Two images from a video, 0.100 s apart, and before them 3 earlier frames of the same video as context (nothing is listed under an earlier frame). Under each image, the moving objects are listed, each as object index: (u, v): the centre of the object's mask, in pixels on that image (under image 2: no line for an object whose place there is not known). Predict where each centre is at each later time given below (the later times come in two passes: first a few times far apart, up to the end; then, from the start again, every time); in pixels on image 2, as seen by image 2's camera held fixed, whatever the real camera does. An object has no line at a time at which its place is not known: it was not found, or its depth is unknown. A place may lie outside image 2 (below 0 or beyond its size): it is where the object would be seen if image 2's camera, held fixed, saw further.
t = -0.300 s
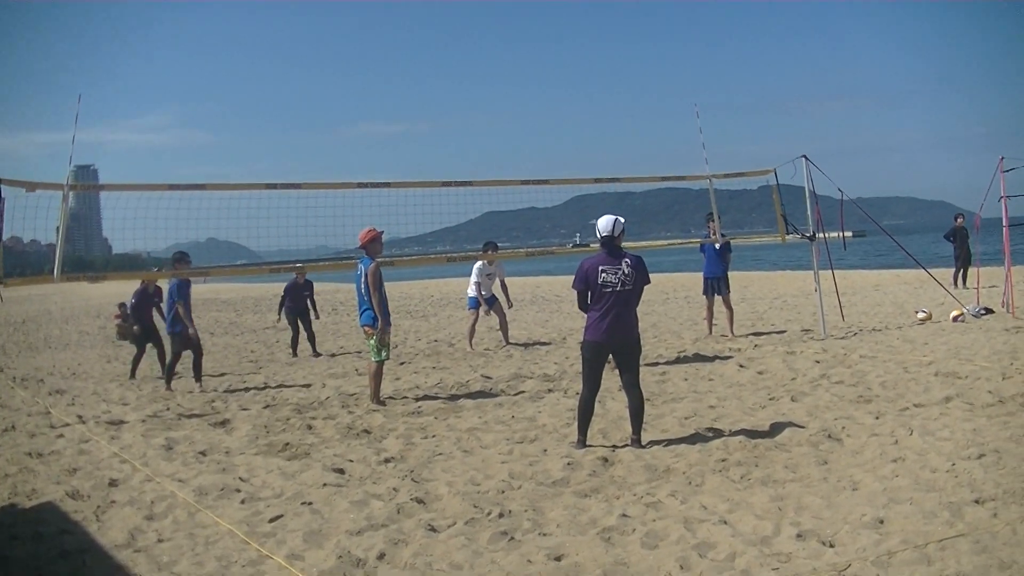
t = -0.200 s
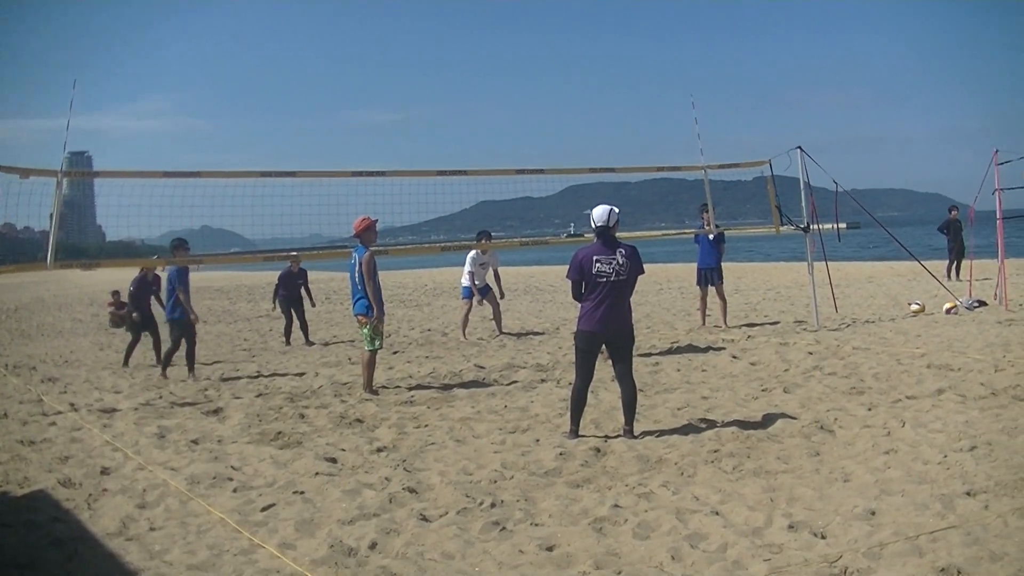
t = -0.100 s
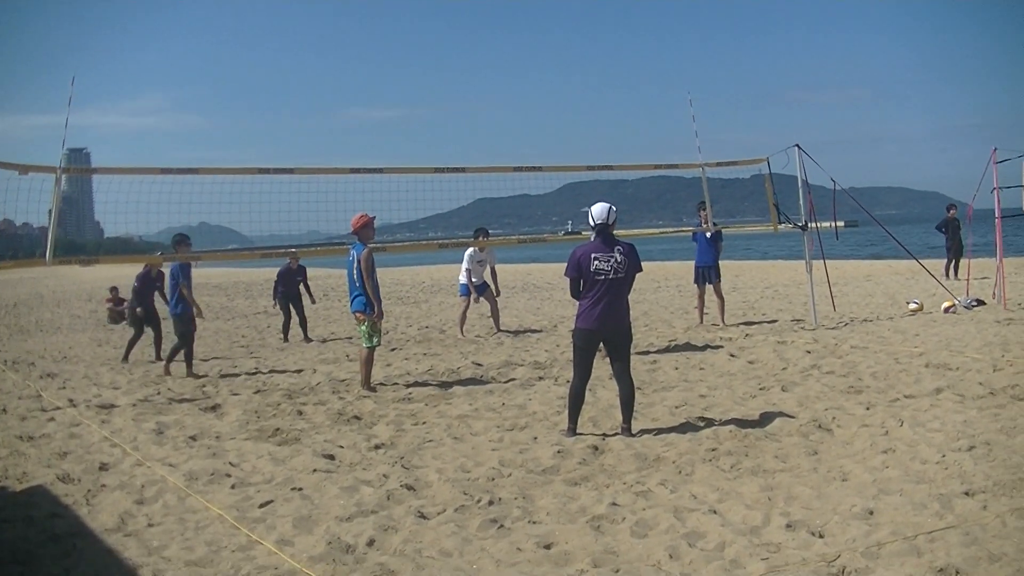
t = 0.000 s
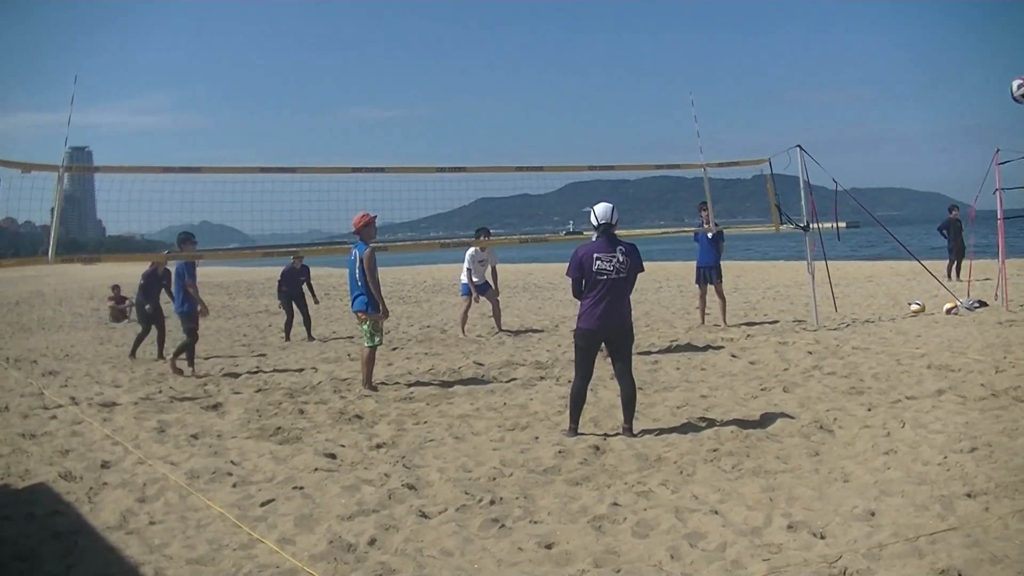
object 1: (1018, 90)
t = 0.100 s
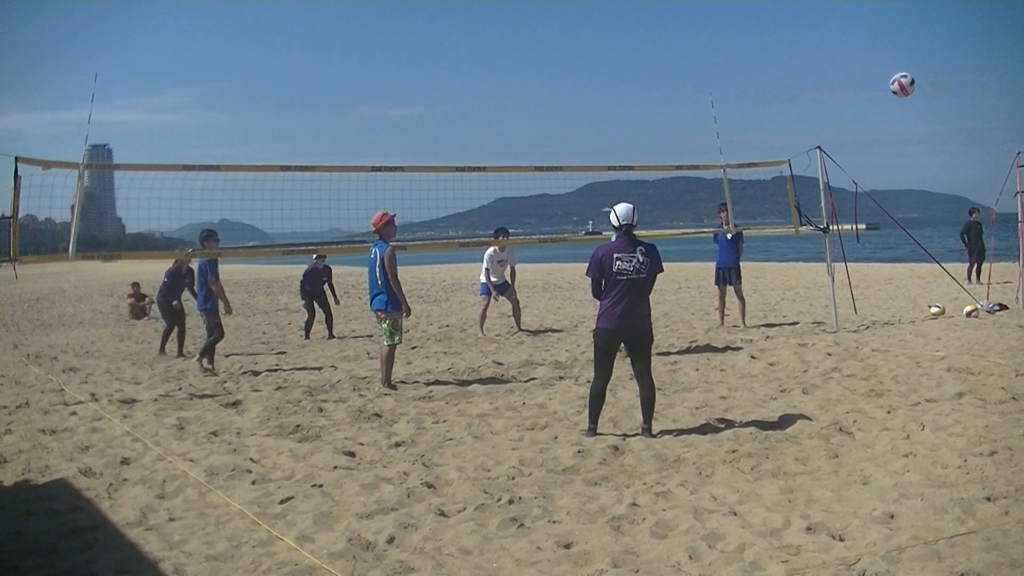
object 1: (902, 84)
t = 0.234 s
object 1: (759, 93)
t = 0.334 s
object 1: (671, 110)
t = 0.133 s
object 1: (864, 86)
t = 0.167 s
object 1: (827, 87)
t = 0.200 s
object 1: (792, 90)
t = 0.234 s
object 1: (759, 93)
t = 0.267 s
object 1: (727, 98)
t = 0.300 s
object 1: (698, 103)
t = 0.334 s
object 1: (671, 110)
